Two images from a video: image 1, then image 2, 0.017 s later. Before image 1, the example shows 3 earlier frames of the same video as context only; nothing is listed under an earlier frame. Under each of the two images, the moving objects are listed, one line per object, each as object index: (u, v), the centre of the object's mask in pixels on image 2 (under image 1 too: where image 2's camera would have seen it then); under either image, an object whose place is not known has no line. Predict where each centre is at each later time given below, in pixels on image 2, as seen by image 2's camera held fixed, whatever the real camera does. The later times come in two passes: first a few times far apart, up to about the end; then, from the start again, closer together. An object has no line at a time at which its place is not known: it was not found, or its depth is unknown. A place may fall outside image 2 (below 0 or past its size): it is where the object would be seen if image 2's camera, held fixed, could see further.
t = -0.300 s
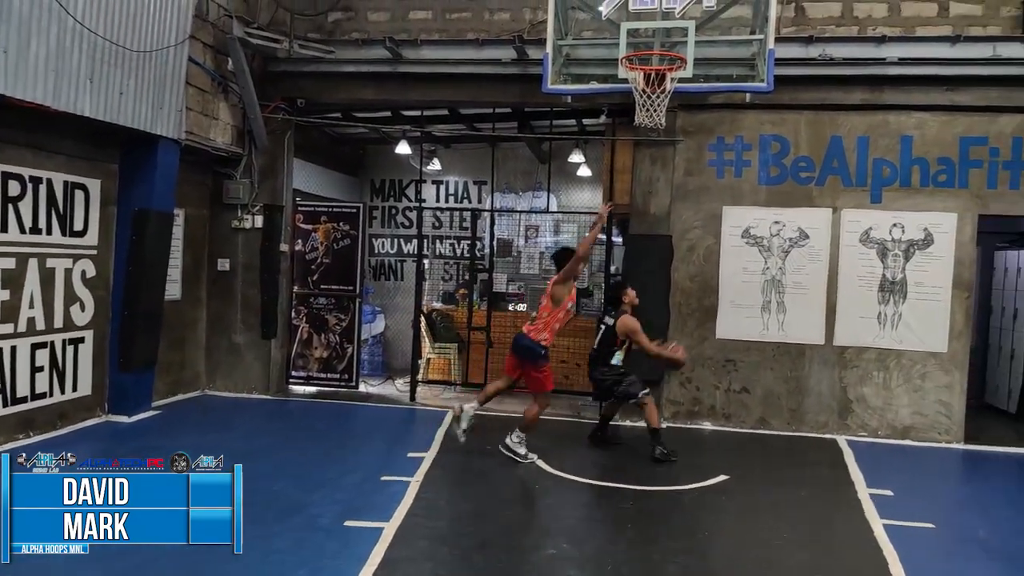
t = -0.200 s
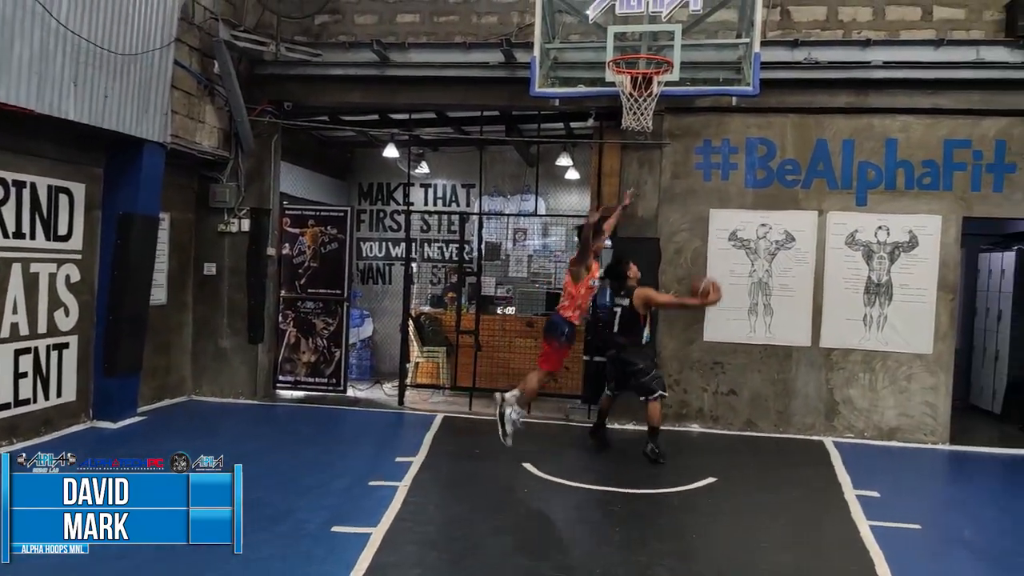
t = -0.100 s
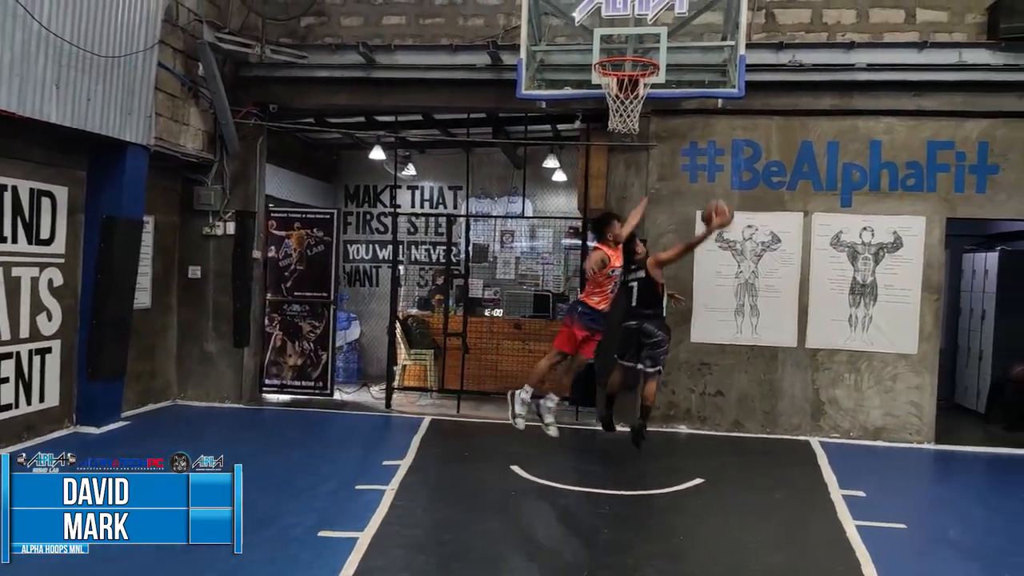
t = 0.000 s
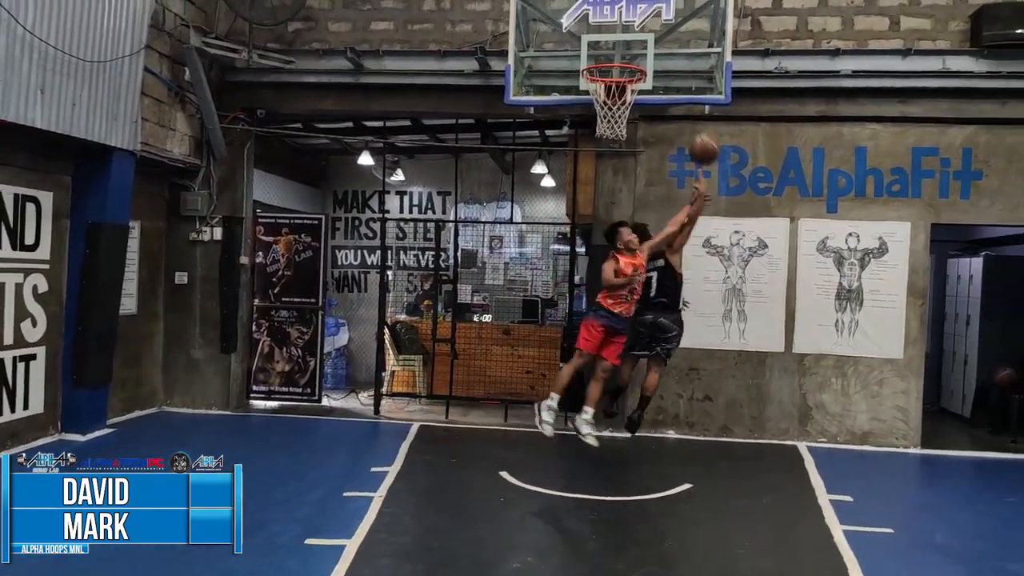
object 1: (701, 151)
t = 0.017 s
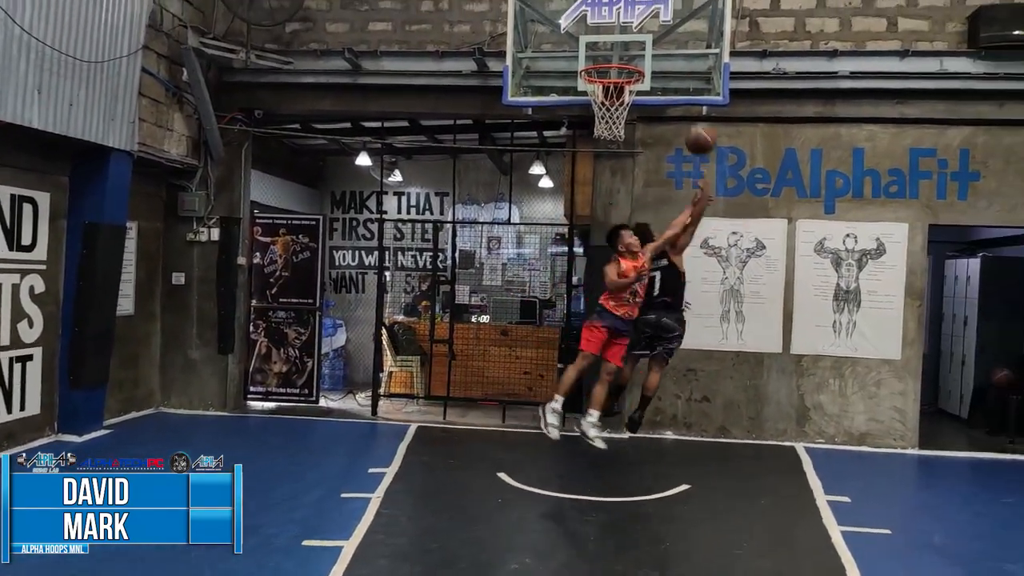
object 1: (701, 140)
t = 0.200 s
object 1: (686, 48)
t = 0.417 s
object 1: (660, 20)
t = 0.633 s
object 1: (629, 50)
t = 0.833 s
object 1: (610, 58)
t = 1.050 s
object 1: (595, 106)
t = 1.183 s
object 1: (594, 135)
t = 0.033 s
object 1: (700, 129)
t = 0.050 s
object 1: (699, 119)
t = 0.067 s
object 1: (698, 110)
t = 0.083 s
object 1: (696, 101)
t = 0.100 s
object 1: (695, 92)
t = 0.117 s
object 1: (694, 84)
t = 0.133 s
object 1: (693, 78)
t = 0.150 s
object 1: (690, 69)
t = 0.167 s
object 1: (689, 63)
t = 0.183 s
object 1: (688, 55)
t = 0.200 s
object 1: (686, 48)
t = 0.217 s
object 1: (685, 44)
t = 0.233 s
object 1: (683, 41)
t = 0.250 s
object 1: (681, 37)
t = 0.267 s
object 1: (679, 34)
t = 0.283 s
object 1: (677, 31)
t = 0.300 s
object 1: (675, 28)
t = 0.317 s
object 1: (674, 29)
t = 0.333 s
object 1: (671, 27)
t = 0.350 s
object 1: (670, 25)
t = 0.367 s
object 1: (667, 23)
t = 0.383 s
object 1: (665, 22)
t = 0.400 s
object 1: (662, 20)
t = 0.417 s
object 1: (660, 20)
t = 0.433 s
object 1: (658, 19)
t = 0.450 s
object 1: (656, 20)
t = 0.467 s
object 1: (654, 21)
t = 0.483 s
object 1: (651, 22)
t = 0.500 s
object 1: (649, 24)
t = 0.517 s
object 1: (647, 26)
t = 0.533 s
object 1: (644, 29)
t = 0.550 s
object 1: (642, 31)
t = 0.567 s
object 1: (640, 34)
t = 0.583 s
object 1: (637, 37)
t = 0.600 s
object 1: (634, 41)
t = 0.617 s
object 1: (632, 45)
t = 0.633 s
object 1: (629, 50)
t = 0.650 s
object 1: (627, 53)
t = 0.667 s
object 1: (626, 53)
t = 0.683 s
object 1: (624, 52)
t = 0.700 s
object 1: (623, 52)
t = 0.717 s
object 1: (621, 52)
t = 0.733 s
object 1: (620, 53)
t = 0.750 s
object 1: (619, 53)
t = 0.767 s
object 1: (617, 54)
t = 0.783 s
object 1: (615, 55)
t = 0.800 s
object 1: (614, 55)
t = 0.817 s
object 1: (612, 57)
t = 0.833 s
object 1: (610, 58)
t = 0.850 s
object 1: (604, 66)
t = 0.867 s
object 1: (602, 71)
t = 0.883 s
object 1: (610, 77)
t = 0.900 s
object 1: (608, 78)
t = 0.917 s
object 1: (602, 82)
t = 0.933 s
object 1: (603, 87)
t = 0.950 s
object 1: (602, 91)
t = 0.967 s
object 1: (601, 95)
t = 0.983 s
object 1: (599, 96)
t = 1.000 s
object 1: (597, 98)
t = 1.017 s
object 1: (598, 101)
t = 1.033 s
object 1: (597, 104)
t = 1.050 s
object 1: (595, 106)
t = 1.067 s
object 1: (595, 105)
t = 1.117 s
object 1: (596, 123)
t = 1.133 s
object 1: (594, 127)
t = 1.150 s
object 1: (594, 126)
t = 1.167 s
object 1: (593, 131)
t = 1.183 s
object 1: (594, 135)
